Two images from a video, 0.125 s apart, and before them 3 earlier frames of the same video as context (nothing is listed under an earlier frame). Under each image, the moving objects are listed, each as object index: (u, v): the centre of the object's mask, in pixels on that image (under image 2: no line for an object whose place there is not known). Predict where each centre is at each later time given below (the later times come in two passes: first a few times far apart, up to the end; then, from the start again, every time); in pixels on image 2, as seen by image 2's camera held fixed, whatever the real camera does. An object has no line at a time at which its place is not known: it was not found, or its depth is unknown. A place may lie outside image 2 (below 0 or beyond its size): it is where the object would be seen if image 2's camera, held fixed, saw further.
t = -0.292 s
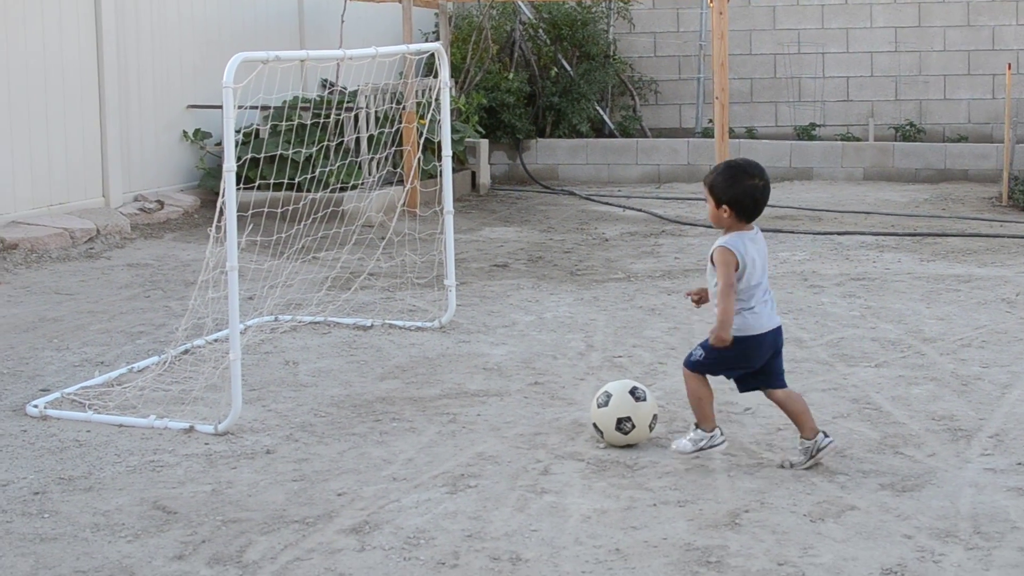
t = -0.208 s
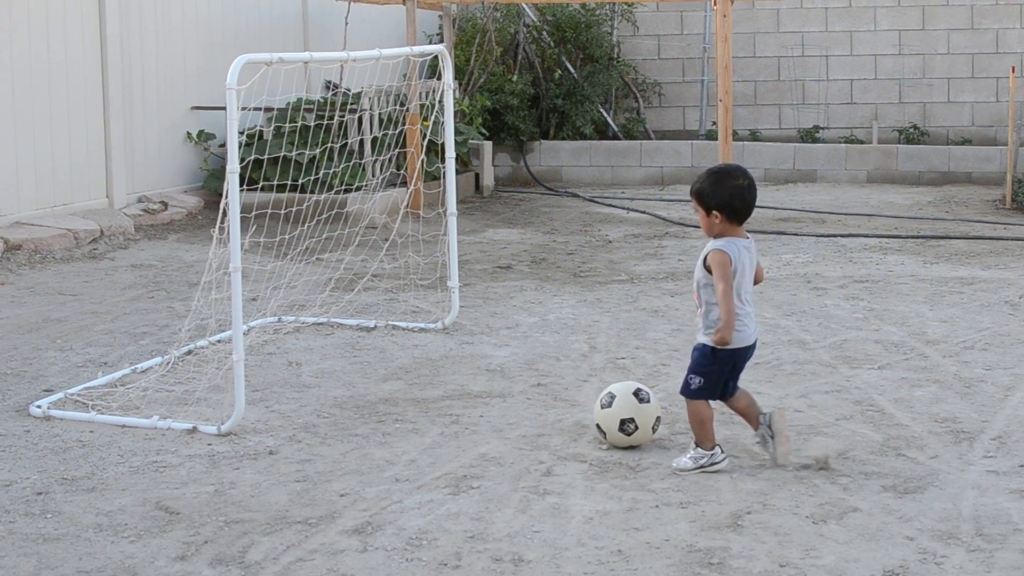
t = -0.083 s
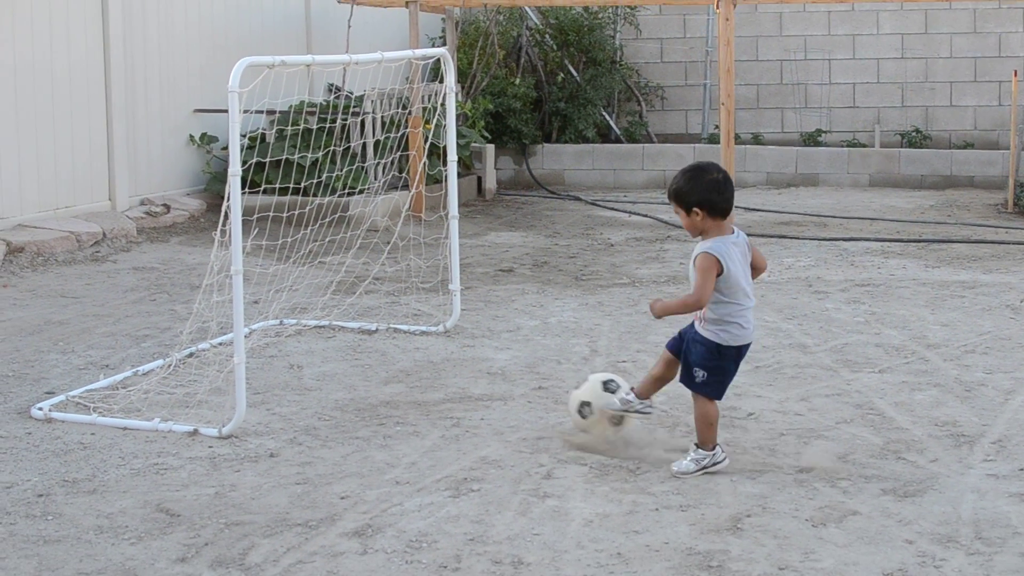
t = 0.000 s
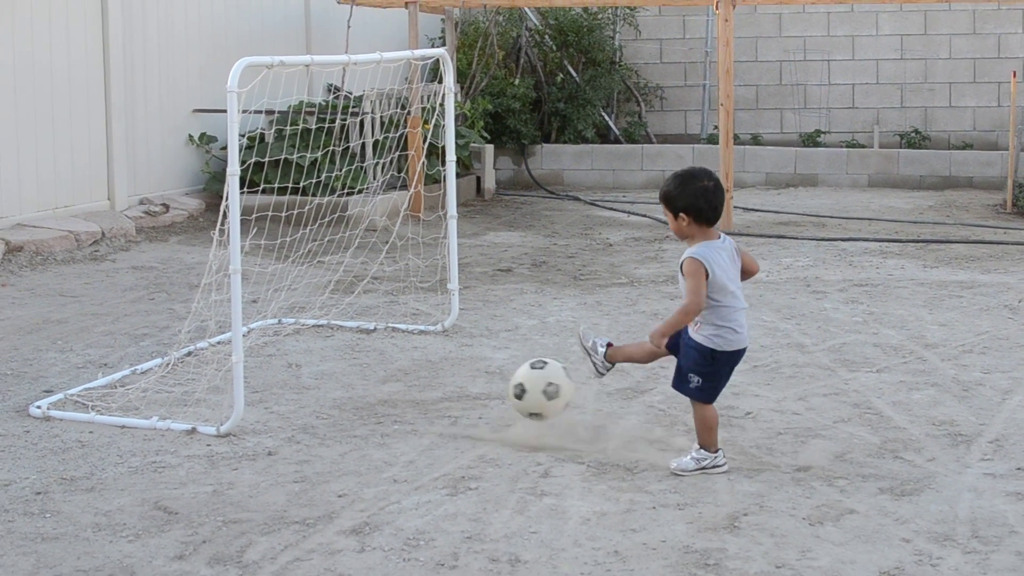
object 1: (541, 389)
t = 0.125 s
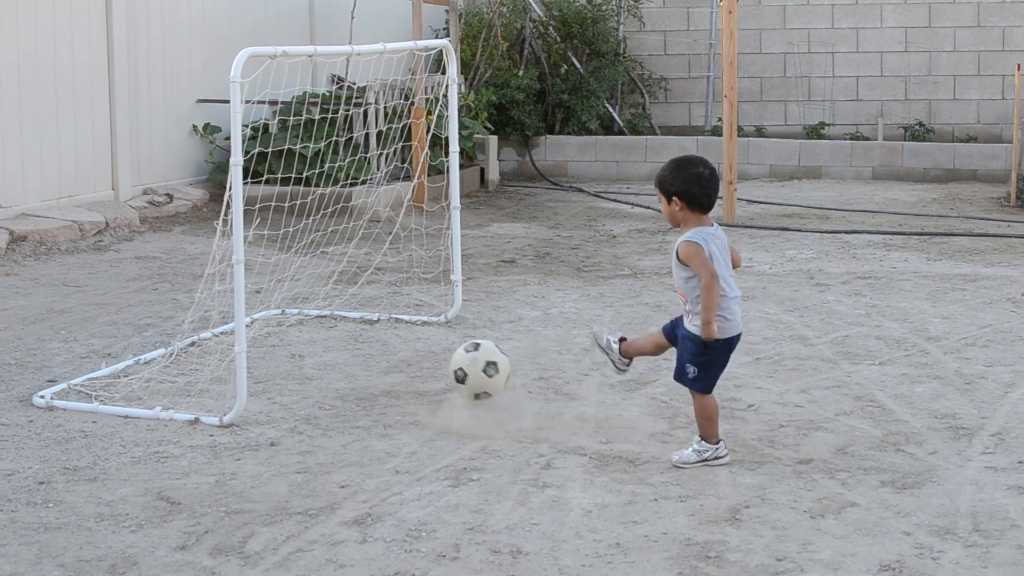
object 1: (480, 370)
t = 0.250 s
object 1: (437, 365)
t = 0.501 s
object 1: (374, 349)
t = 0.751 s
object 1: (320, 332)
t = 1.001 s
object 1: (271, 315)
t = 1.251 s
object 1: (242, 301)
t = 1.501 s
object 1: (242, 299)
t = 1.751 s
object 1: (266, 306)
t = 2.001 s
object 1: (296, 308)
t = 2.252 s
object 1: (325, 310)
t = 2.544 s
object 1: (356, 311)
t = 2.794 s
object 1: (381, 317)
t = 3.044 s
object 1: (401, 319)
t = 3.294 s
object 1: (416, 321)
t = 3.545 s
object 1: (424, 324)
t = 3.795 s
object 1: (428, 329)
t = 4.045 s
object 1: (424, 334)
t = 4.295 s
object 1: (418, 339)
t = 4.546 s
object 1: (410, 345)
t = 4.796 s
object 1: (396, 349)
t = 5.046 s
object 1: (382, 352)
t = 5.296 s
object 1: (369, 355)
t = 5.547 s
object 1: (356, 359)
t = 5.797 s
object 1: (341, 359)
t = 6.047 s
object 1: (332, 361)
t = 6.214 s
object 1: (323, 361)
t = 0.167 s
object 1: (464, 367)
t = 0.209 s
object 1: (450, 369)
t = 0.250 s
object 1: (437, 365)
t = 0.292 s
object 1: (425, 362)
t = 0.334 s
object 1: (414, 359)
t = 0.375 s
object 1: (403, 356)
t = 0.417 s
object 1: (393, 353)
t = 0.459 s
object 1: (383, 351)
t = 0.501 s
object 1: (374, 349)
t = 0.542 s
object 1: (363, 345)
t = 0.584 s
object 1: (354, 343)
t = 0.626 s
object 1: (344, 340)
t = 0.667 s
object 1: (335, 335)
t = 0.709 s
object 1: (327, 335)
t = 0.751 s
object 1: (320, 332)
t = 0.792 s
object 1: (312, 330)
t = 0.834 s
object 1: (303, 325)
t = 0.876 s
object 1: (295, 322)
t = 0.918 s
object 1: (286, 324)
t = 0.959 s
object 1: (279, 318)
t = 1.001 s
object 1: (271, 315)
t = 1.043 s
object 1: (266, 316)
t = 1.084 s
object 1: (262, 313)
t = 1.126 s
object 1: (257, 306)
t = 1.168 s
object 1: (247, 307)
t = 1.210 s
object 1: (242, 308)
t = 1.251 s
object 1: (242, 301)
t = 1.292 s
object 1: (232, 299)
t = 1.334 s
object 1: (232, 300)
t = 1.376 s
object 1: (233, 299)
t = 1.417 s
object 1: (242, 297)
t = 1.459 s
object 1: (242, 300)
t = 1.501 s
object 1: (242, 299)
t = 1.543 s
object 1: (246, 299)
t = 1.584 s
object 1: (250, 300)
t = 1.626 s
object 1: (257, 302)
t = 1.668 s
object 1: (259, 303)
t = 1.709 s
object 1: (262, 304)
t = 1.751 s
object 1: (266, 306)
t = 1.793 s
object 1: (270, 306)
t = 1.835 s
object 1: (276, 307)
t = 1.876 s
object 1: (281, 307)
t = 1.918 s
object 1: (287, 308)
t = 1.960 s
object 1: (291, 308)
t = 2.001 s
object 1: (296, 308)
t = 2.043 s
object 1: (302, 309)
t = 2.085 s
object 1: (307, 309)
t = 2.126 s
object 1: (312, 310)
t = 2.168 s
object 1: (316, 310)
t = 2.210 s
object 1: (321, 310)
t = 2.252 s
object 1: (325, 310)
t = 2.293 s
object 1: (330, 311)
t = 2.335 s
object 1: (334, 311)
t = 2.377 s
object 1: (338, 311)
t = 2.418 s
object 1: (343, 310)
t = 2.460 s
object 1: (347, 310)
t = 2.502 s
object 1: (352, 311)
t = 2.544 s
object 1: (356, 311)
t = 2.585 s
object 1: (360, 312)
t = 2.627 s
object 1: (364, 313)
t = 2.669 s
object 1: (368, 314)
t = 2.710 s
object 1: (372, 315)
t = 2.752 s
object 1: (377, 316)
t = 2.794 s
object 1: (381, 317)
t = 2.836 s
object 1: (385, 316)
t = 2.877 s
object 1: (388, 317)
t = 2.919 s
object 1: (391, 318)
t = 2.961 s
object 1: (395, 319)
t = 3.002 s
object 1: (398, 319)
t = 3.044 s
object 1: (401, 319)
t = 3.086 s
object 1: (404, 319)
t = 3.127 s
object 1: (407, 321)
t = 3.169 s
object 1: (410, 321)
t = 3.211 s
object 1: (412, 320)
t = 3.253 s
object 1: (414, 321)
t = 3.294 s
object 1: (416, 321)
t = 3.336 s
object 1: (418, 322)
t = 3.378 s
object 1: (420, 322)
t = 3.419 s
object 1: (421, 322)
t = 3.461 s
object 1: (422, 323)
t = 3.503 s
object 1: (423, 323)
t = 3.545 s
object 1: (424, 324)
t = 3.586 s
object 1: (425, 324)
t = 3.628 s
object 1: (427, 326)
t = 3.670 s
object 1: (428, 326)
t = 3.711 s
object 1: (428, 327)
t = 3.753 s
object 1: (428, 328)
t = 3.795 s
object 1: (428, 329)
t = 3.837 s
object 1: (428, 330)
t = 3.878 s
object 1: (428, 331)
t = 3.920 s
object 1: (427, 332)
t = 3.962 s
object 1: (426, 332)
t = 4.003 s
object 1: (425, 333)
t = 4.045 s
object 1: (424, 334)
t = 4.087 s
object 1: (423, 335)
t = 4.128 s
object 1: (422, 335)
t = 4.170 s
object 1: (421, 335)
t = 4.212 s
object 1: (420, 336)
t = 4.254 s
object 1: (419, 338)
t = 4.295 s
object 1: (418, 339)
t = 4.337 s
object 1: (417, 340)
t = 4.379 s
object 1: (416, 341)
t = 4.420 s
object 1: (415, 341)
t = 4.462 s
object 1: (414, 343)
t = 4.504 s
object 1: (412, 344)
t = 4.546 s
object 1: (410, 345)
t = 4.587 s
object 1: (407, 346)
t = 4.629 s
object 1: (405, 347)
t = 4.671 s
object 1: (403, 347)
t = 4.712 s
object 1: (401, 348)
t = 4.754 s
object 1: (399, 348)
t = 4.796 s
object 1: (396, 349)
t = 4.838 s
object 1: (394, 349)
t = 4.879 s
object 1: (391, 350)
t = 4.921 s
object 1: (389, 351)
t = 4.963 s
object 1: (386, 352)
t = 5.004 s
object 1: (384, 352)
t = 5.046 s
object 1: (382, 352)
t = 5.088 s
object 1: (379, 353)
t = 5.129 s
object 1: (377, 353)
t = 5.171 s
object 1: (375, 353)
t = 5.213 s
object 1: (373, 354)
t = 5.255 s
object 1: (371, 354)
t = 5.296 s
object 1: (369, 355)
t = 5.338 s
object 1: (368, 355)
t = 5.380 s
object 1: (366, 356)
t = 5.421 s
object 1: (364, 356)
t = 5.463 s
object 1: (362, 357)
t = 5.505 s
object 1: (359, 358)
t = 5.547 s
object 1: (356, 359)
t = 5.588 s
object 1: (353, 359)
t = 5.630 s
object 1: (350, 360)
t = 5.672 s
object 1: (347, 360)
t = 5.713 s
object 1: (345, 360)
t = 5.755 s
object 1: (343, 359)
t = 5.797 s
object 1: (341, 359)
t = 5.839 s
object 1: (339, 359)
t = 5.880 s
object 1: (338, 360)
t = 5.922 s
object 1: (337, 360)
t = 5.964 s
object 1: (335, 360)
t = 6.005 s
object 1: (334, 360)
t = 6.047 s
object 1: (332, 361)
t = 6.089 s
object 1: (330, 361)
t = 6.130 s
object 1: (328, 361)
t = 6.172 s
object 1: (325, 361)
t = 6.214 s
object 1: (323, 361)
